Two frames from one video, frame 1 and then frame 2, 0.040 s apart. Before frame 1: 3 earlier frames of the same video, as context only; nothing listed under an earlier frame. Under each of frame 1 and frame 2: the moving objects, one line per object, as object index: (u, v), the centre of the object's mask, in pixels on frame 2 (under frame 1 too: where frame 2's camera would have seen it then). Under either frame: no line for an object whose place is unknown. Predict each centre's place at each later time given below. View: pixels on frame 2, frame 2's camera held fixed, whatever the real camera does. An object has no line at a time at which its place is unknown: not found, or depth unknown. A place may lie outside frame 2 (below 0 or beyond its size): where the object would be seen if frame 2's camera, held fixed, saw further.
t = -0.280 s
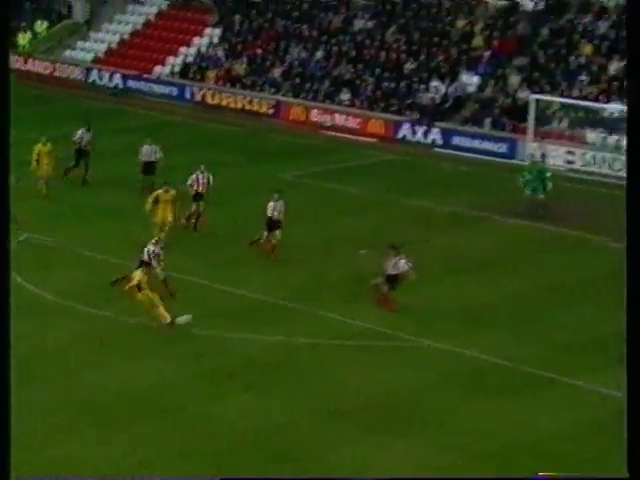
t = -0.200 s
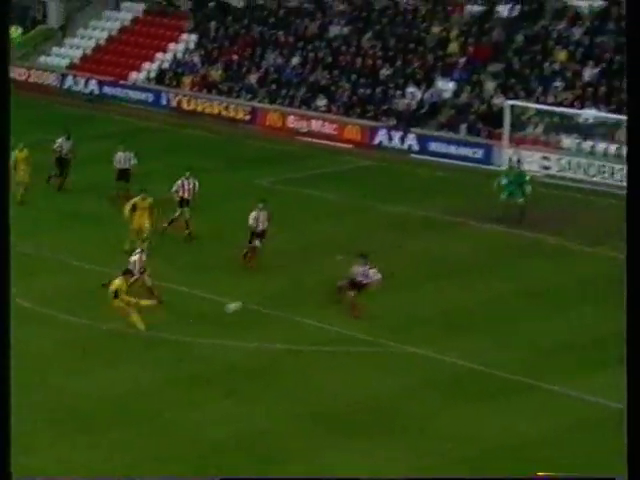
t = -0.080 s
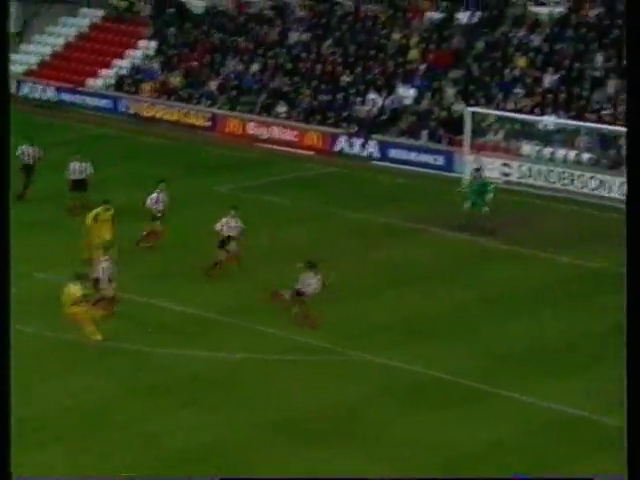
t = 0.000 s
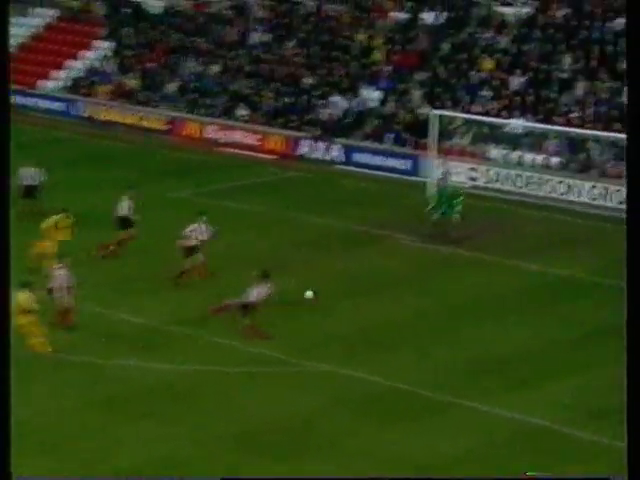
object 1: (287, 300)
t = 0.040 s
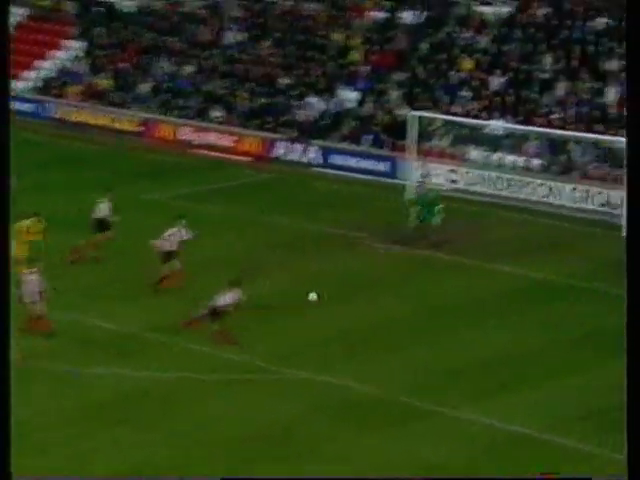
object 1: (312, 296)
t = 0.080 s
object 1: (337, 294)
